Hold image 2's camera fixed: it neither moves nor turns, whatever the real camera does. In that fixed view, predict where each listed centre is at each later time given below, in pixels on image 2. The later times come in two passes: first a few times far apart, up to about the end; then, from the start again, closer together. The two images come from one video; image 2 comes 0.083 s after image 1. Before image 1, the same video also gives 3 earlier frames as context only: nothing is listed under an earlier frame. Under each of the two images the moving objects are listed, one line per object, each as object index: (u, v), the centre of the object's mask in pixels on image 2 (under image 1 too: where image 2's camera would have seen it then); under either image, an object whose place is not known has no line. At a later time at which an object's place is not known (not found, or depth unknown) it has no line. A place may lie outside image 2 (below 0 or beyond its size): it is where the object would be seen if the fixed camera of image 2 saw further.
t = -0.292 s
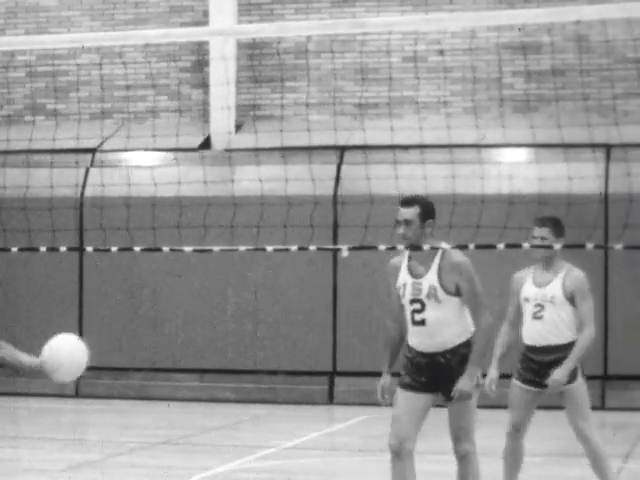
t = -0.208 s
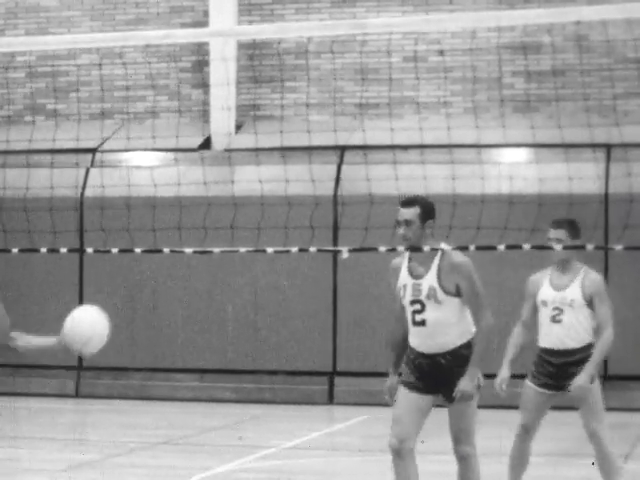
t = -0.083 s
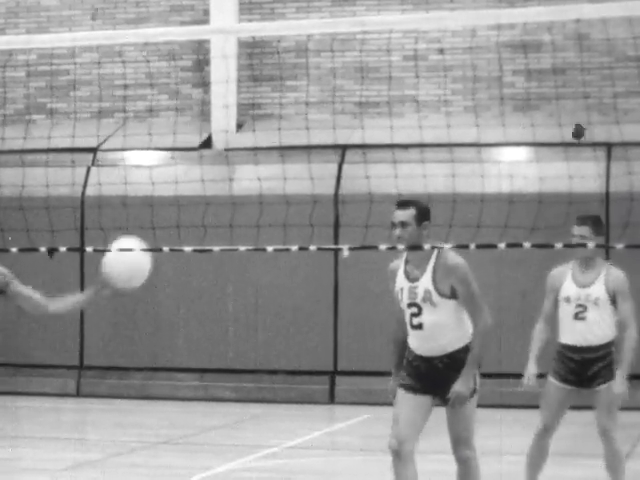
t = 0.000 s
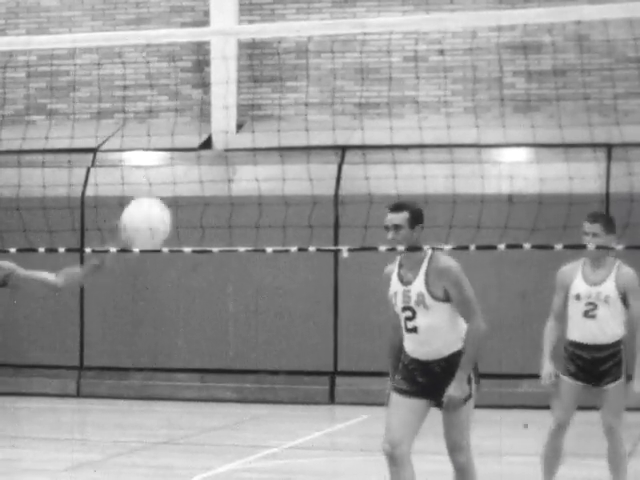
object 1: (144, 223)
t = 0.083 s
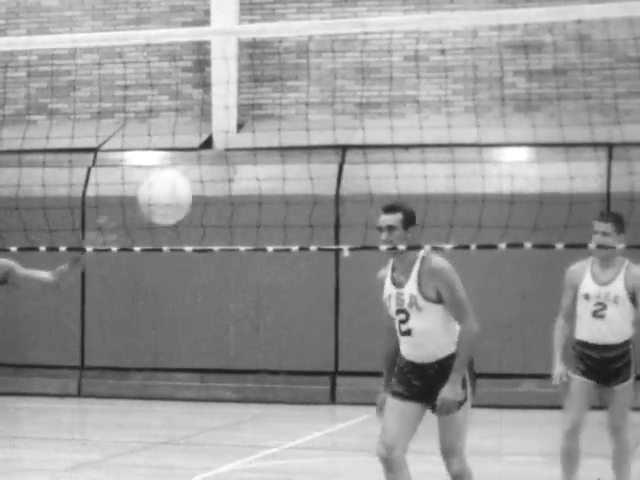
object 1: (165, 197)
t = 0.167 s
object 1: (177, 188)
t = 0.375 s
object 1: (228, 200)
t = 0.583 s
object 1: (285, 284)
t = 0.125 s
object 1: (173, 190)
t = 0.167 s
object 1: (177, 188)
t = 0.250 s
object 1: (193, 186)
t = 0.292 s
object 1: (203, 189)
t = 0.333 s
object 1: (217, 192)
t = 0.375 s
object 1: (228, 200)
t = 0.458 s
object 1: (252, 221)
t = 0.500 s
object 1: (263, 239)
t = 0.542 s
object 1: (274, 260)
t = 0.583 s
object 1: (285, 284)
